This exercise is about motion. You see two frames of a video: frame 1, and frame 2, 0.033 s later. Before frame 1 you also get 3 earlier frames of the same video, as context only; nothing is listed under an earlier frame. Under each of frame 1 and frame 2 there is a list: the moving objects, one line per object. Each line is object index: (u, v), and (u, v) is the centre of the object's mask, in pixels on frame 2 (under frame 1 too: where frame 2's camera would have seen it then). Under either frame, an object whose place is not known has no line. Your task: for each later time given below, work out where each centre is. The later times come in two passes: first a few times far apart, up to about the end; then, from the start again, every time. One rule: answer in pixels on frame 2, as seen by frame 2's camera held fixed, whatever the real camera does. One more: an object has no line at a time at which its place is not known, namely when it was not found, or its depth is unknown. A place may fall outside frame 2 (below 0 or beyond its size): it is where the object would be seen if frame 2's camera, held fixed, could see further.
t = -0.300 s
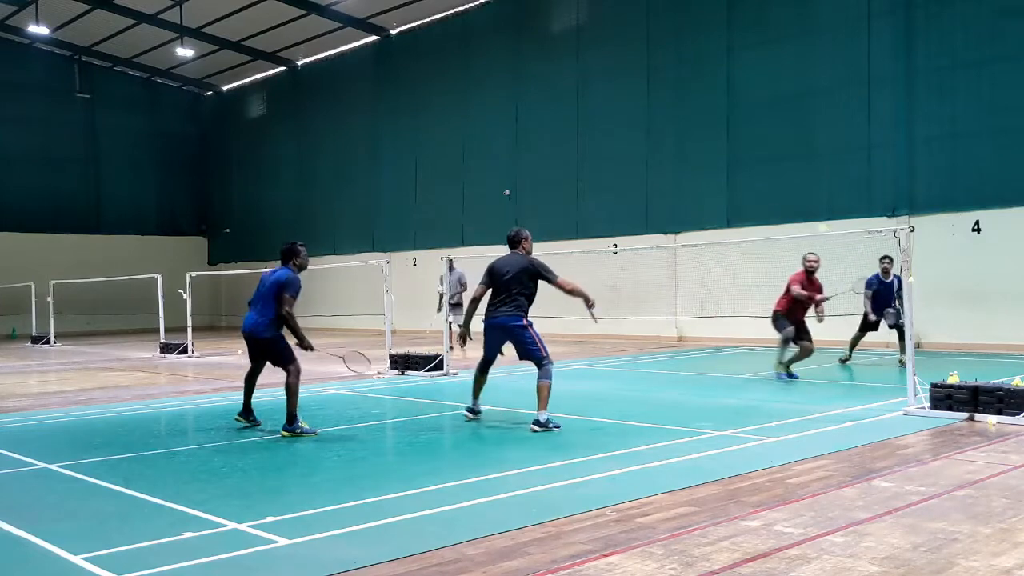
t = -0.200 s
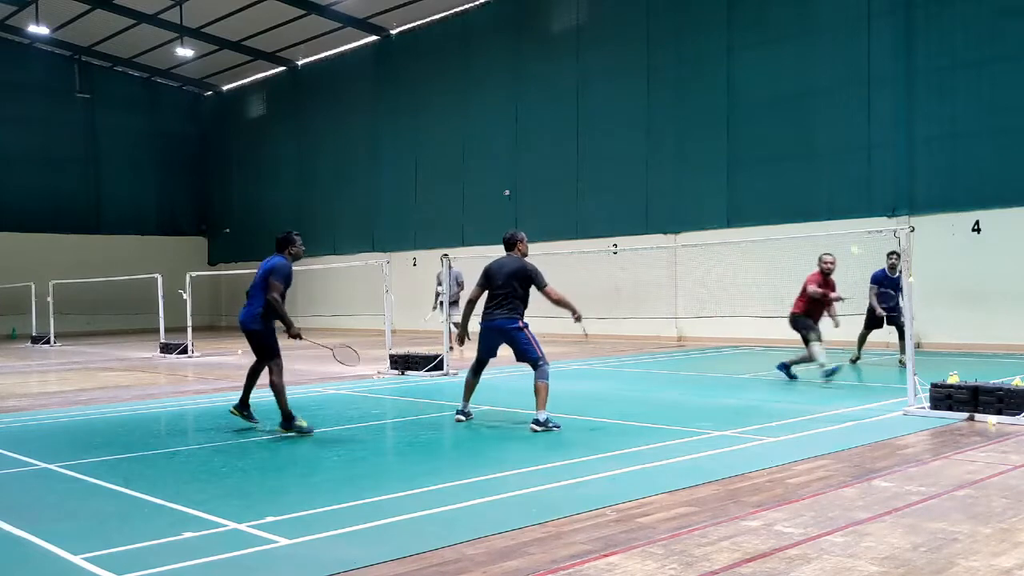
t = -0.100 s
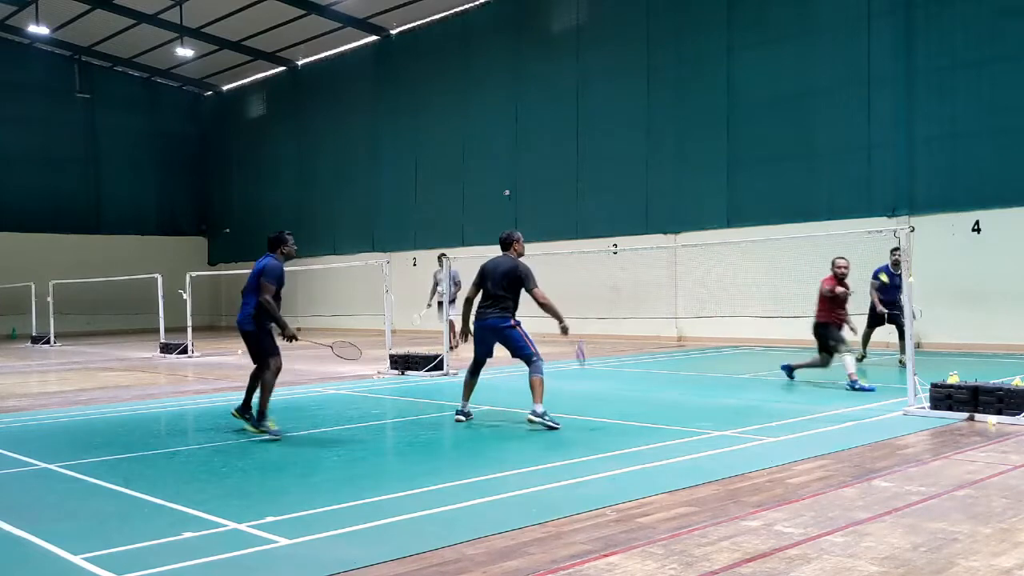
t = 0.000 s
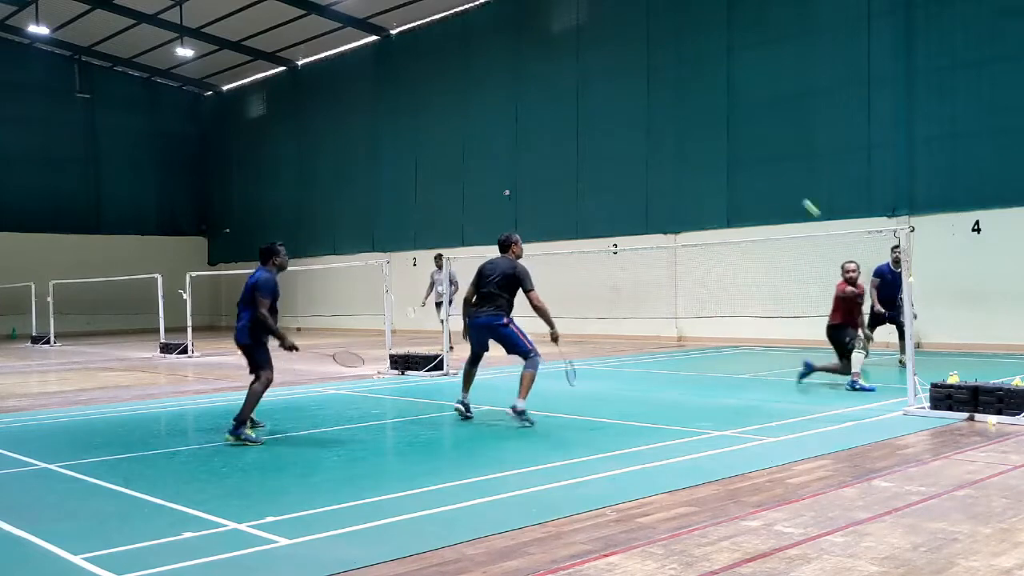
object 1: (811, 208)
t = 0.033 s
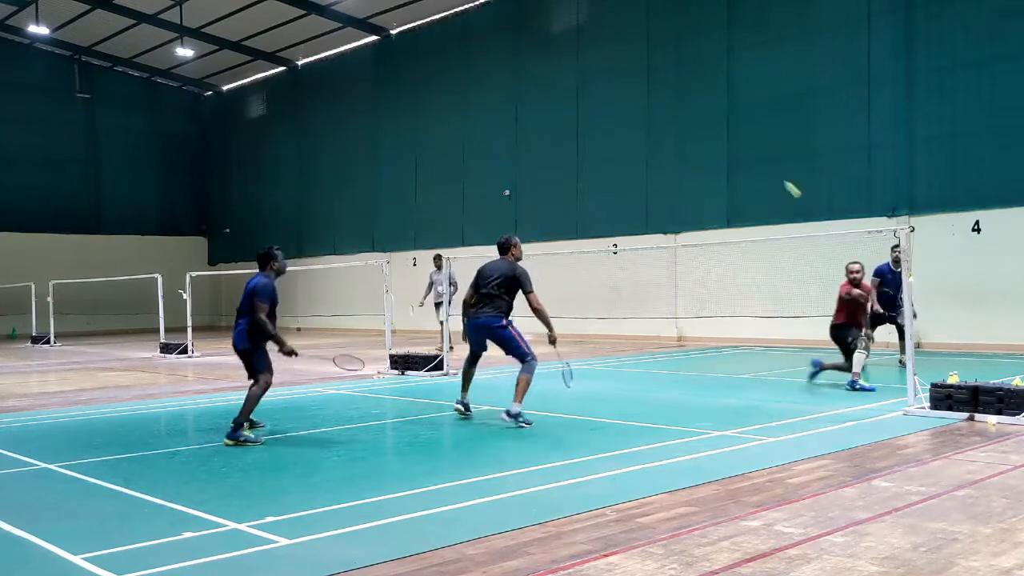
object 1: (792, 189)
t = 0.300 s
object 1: (630, 82)
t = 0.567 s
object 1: (480, 75)
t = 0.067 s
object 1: (771, 171)
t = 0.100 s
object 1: (749, 153)
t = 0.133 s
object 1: (728, 137)
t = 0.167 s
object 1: (707, 123)
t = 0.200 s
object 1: (688, 111)
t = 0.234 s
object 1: (668, 100)
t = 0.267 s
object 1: (649, 90)
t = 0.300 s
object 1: (630, 82)
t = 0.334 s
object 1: (611, 76)
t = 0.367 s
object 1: (591, 71)
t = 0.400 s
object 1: (573, 67)
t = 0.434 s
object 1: (554, 66)
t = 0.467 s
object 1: (535, 66)
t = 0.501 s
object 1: (517, 67)
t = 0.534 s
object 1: (498, 70)
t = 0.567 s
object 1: (480, 75)
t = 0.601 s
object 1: (461, 82)
